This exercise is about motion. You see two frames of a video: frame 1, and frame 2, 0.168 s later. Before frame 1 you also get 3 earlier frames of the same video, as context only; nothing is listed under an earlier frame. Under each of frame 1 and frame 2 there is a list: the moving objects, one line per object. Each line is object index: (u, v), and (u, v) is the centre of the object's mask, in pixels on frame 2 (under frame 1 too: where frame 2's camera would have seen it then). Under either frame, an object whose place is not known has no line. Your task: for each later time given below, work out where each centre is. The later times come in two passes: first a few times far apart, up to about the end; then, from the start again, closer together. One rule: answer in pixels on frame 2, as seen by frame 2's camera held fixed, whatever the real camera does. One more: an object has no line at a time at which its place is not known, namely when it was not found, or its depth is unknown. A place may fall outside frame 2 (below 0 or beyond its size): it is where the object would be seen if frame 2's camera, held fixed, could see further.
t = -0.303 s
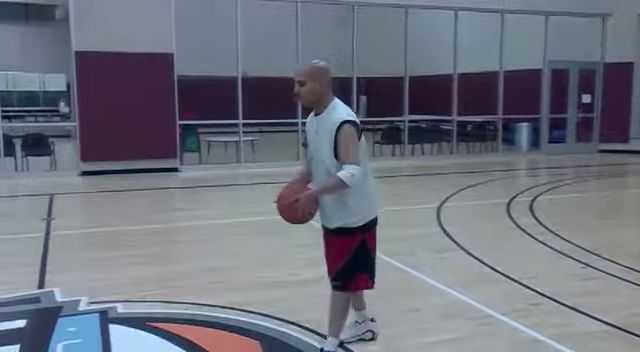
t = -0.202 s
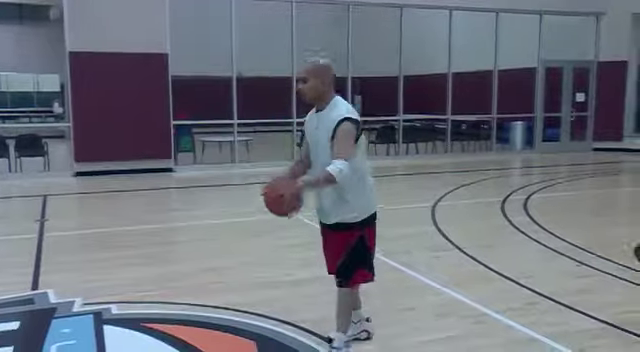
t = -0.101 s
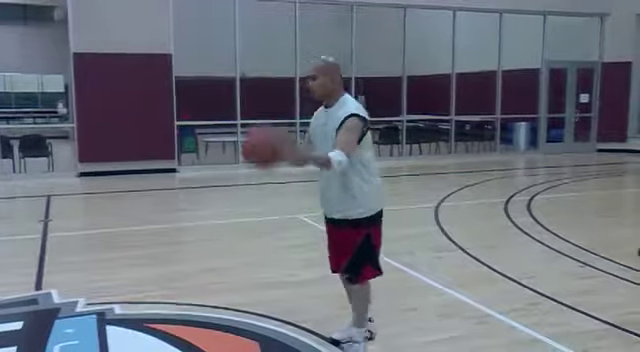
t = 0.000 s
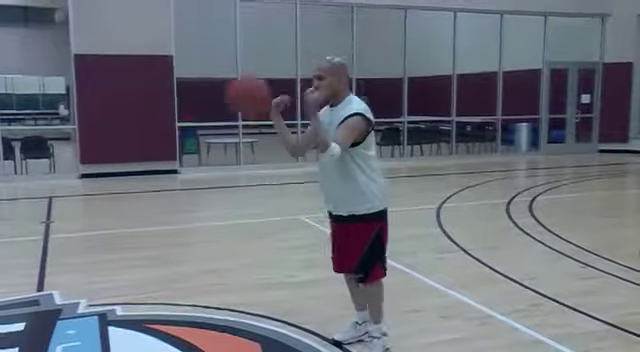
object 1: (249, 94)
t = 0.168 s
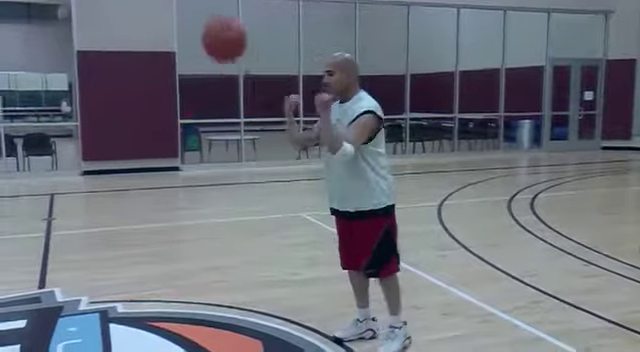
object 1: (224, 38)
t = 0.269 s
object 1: (209, 34)
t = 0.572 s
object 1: (170, 124)
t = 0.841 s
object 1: (137, 323)
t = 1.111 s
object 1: (198, 195)
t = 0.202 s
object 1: (219, 35)
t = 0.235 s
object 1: (214, 33)
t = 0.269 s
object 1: (209, 34)
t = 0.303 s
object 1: (204, 35)
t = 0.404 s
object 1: (192, 52)
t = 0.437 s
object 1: (188, 65)
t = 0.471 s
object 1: (183, 76)
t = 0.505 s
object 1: (179, 91)
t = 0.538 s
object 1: (174, 104)
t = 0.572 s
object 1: (170, 124)
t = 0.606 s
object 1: (165, 140)
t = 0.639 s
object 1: (162, 160)
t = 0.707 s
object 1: (155, 210)
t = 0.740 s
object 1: (149, 237)
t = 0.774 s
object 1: (146, 264)
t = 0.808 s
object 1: (142, 292)
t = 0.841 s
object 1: (137, 323)
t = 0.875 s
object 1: (134, 355)
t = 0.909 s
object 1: (137, 356)
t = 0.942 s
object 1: (145, 328)
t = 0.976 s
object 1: (152, 302)
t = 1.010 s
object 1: (159, 278)
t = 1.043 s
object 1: (166, 258)
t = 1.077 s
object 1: (182, 222)
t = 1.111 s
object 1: (198, 195)
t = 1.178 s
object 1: (213, 179)
